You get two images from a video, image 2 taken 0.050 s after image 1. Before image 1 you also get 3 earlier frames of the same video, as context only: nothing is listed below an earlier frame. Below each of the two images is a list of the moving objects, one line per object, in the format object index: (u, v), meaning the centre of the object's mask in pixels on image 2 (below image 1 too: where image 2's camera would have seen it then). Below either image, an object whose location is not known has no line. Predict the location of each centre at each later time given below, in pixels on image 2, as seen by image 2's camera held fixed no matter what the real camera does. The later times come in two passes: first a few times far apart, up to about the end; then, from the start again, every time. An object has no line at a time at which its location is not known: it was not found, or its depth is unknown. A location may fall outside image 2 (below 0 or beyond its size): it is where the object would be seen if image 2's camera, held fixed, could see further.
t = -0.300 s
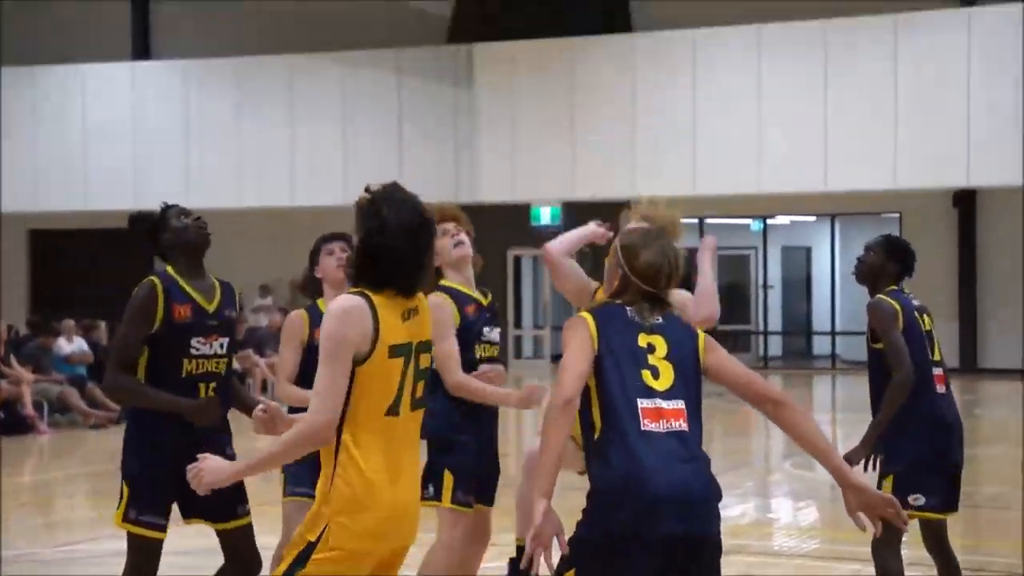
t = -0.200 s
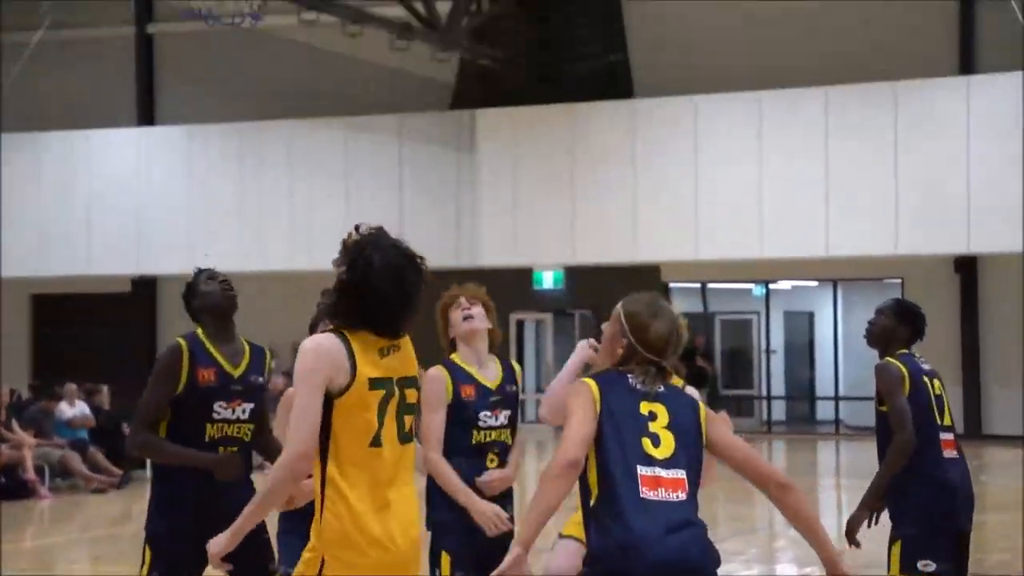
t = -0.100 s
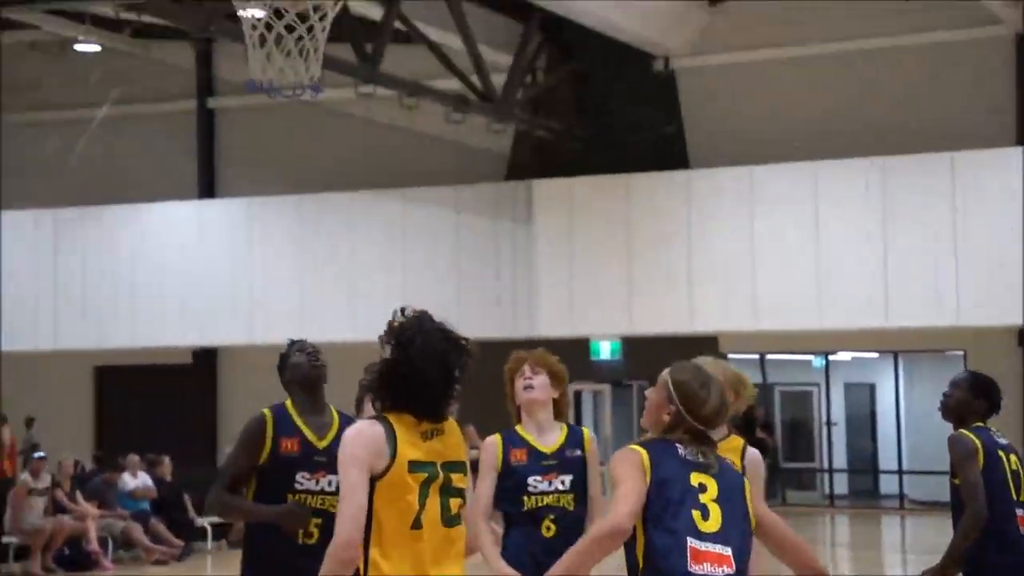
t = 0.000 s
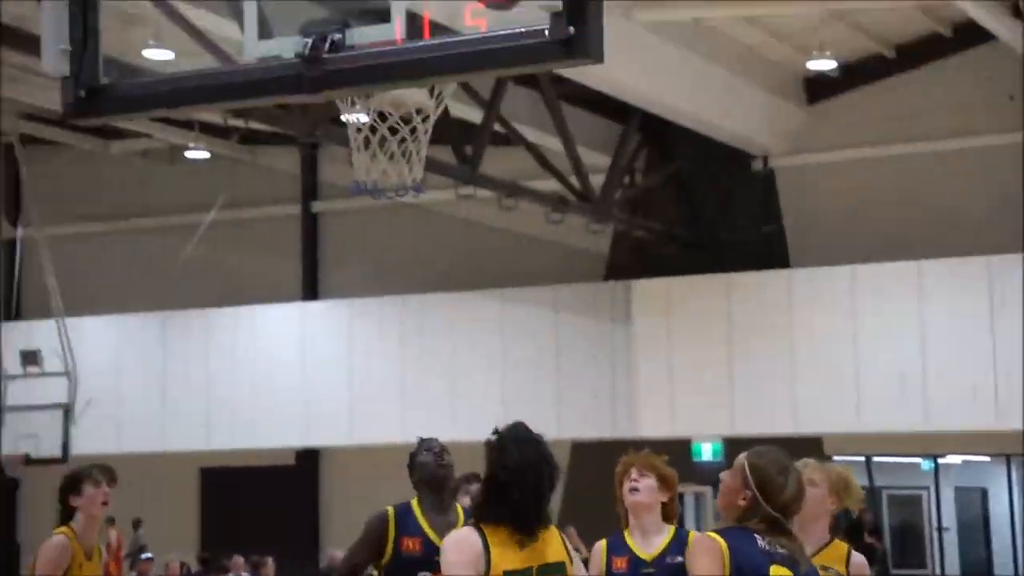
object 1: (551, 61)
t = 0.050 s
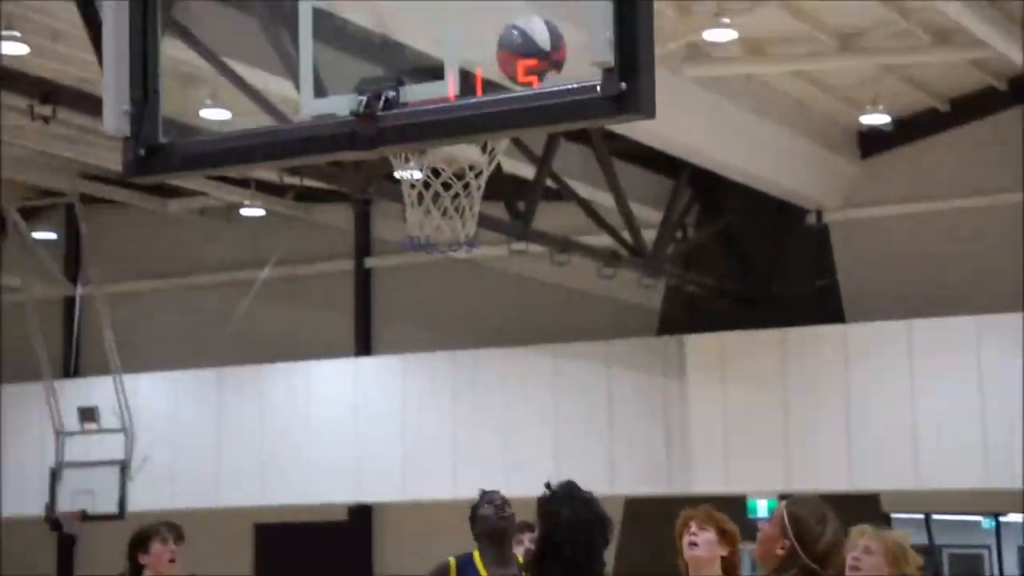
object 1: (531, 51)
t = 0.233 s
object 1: (487, 55)
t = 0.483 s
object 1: (439, 70)
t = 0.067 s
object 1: (526, 54)
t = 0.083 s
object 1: (517, 62)
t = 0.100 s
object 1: (510, 69)
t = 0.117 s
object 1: (506, 72)
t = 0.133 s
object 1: (501, 75)
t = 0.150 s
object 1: (494, 72)
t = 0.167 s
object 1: (494, 70)
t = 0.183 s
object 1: (492, 64)
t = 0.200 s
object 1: (490, 61)
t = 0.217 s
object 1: (489, 59)
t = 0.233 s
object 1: (487, 55)
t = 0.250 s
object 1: (485, 50)
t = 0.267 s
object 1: (484, 49)
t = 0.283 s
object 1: (482, 46)
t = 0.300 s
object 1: (481, 46)
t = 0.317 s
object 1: (473, 45)
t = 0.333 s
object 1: (468, 38)
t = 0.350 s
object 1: (464, 41)
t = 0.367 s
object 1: (462, 43)
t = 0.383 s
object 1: (462, 44)
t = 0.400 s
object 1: (447, 48)
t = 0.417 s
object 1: (446, 49)
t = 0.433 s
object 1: (442, 53)
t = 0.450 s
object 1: (443, 64)
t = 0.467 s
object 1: (441, 66)
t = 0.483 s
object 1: (439, 70)
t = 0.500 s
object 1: (434, 67)
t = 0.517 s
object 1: (432, 66)
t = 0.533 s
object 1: (431, 63)
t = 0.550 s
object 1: (434, 64)
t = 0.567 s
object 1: (421, 57)
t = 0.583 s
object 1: (421, 56)
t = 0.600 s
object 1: (421, 55)
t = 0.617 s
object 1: (421, 55)
